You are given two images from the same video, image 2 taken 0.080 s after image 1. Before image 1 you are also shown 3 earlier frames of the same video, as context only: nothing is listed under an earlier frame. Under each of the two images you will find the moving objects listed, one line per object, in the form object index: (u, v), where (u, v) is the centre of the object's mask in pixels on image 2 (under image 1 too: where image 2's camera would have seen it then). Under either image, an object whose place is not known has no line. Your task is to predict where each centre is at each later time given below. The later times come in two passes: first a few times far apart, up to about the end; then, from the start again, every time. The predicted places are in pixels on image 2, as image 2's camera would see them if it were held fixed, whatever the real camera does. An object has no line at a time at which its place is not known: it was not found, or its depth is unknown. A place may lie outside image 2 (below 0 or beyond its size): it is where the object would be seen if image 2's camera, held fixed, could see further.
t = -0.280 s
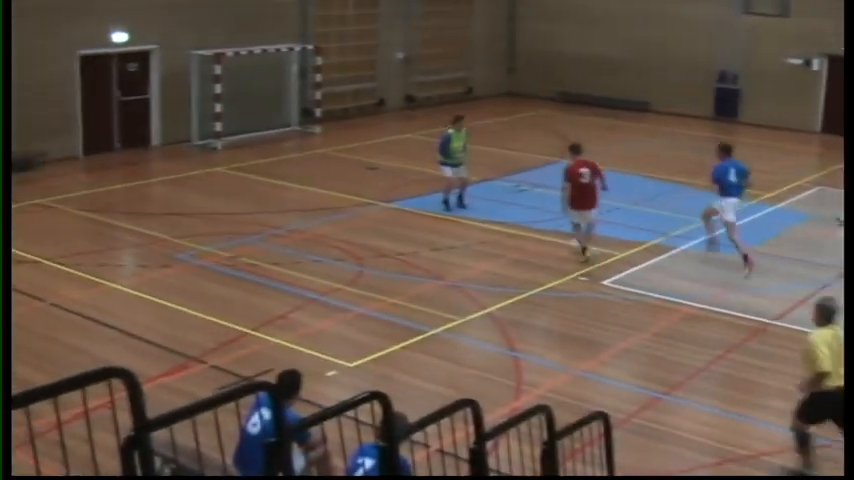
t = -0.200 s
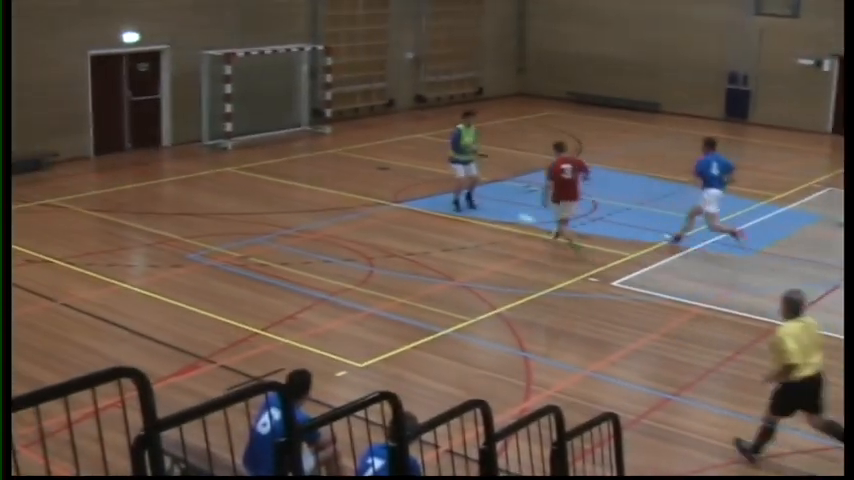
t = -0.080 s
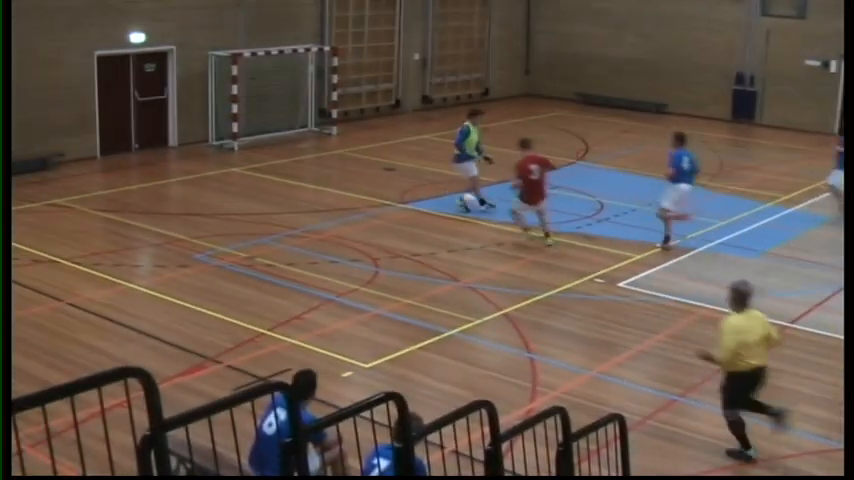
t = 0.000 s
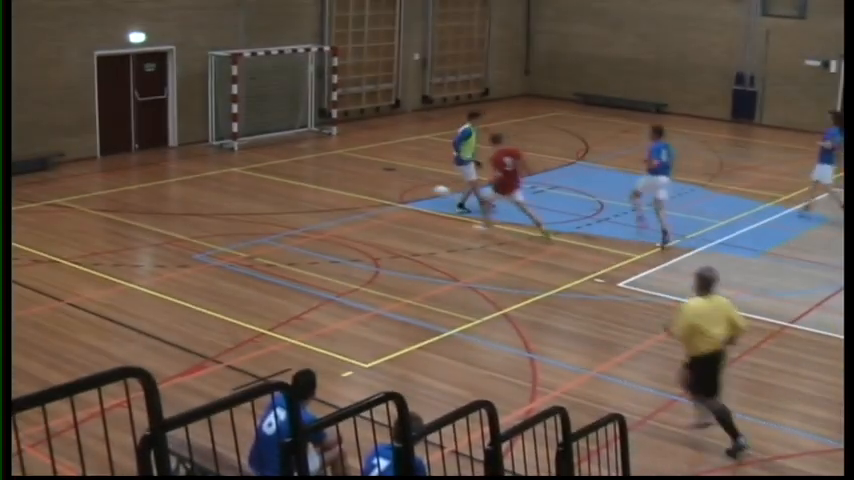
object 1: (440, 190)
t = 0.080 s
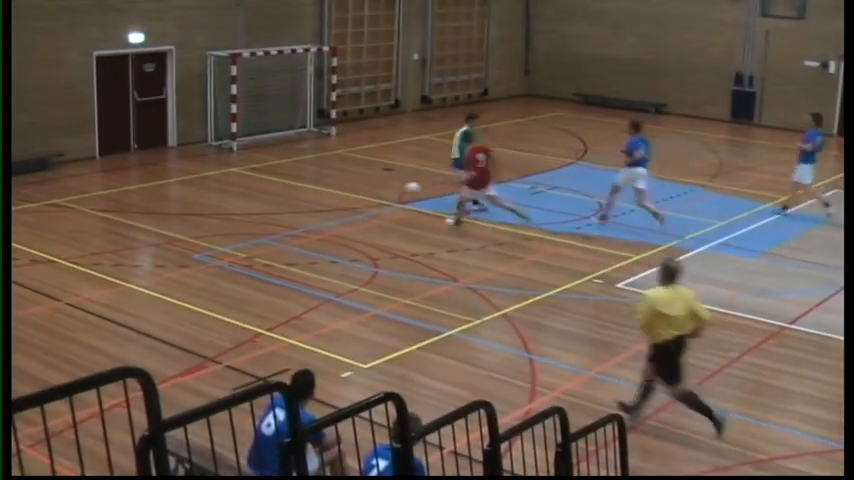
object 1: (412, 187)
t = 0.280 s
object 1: (338, 194)
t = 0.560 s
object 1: (217, 254)
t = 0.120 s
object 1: (399, 186)
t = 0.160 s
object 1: (383, 187)
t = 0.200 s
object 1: (368, 188)
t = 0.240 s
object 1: (354, 190)
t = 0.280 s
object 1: (338, 194)
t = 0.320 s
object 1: (321, 199)
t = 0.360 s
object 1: (305, 207)
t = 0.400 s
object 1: (288, 212)
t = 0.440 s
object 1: (271, 222)
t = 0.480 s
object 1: (253, 232)
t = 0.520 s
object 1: (235, 242)
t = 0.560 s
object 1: (217, 254)
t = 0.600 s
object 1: (199, 267)
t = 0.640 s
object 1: (184, 261)
